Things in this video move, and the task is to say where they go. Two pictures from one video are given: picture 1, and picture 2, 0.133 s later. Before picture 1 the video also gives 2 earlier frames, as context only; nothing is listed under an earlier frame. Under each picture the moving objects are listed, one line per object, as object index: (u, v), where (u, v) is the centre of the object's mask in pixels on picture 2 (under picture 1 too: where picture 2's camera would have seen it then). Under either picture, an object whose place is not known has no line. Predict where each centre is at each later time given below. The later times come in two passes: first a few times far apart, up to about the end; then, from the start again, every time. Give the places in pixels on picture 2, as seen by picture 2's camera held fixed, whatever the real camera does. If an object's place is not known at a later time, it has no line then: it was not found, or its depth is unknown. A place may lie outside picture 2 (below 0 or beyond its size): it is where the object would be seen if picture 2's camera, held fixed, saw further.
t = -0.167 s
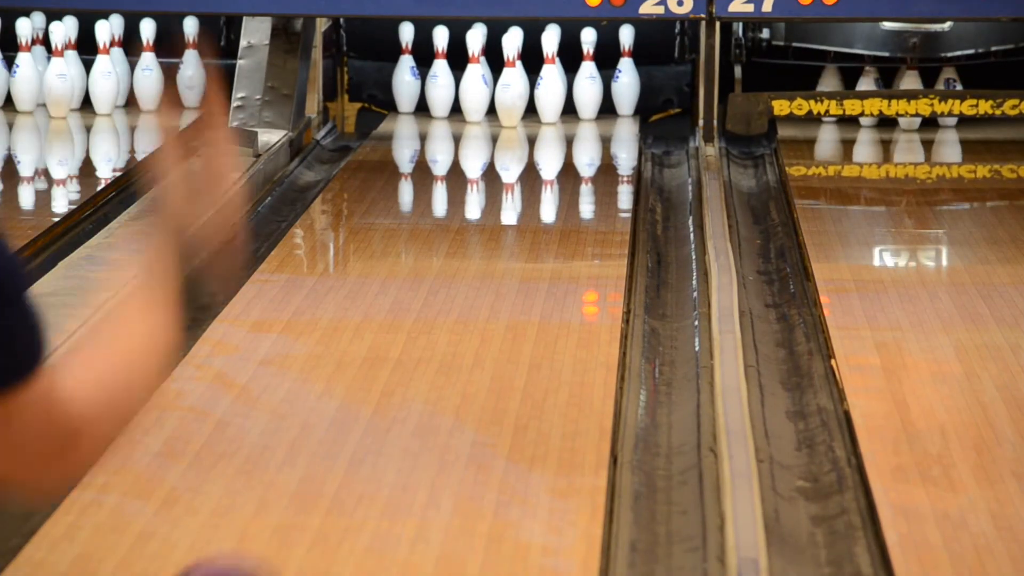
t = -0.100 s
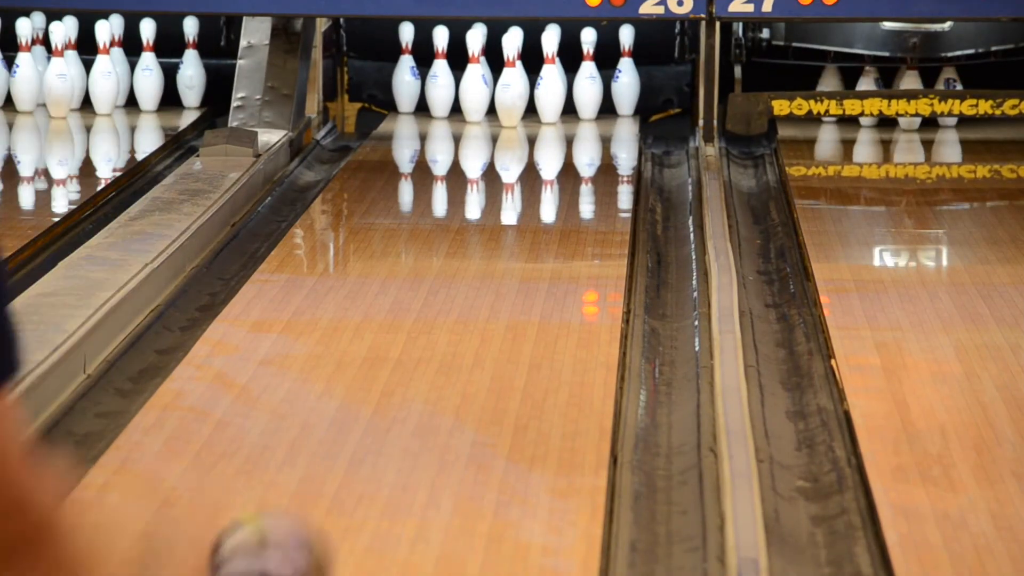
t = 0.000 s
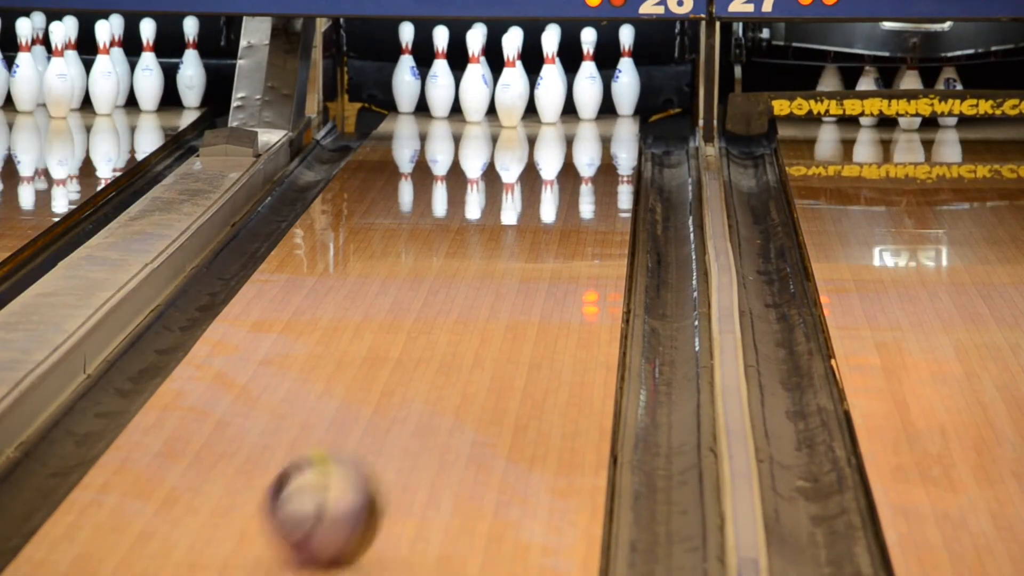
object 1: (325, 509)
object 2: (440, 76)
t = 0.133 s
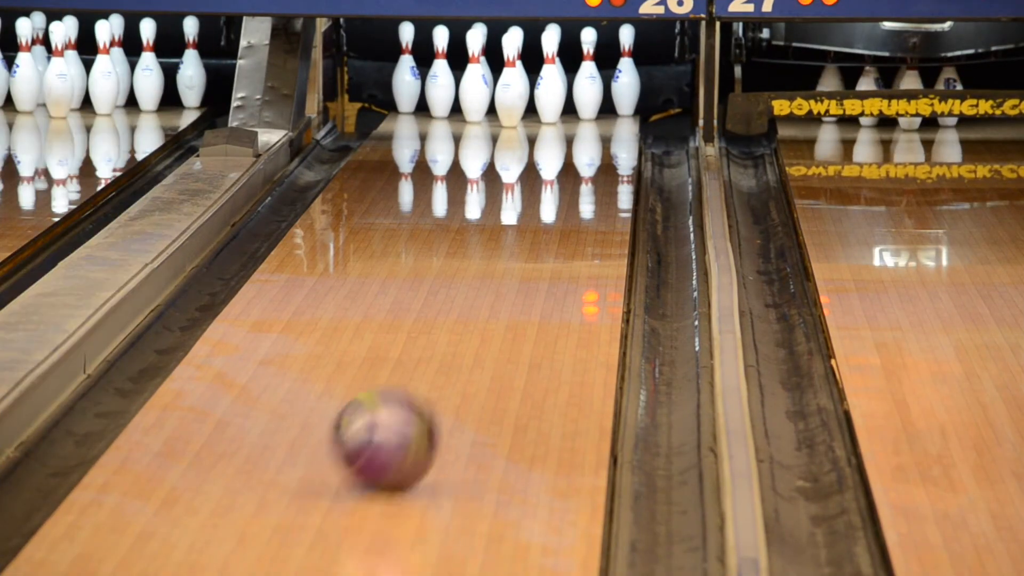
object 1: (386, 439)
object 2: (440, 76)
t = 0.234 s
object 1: (424, 395)
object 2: (440, 76)
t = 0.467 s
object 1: (491, 310)
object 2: (440, 76)
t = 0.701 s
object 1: (536, 247)
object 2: (440, 76)
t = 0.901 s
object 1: (560, 204)
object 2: (440, 76)
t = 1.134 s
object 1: (570, 164)
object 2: (440, 76)
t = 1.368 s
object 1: (559, 131)
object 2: (440, 76)
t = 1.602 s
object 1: (532, 105)
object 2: (440, 76)
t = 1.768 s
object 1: (539, 94)
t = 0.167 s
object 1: (399, 423)
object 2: (440, 76)
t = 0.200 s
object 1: (411, 410)
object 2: (440, 76)
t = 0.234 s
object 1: (424, 395)
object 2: (440, 76)
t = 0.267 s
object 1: (436, 380)
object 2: (440, 76)
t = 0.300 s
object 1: (446, 368)
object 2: (440, 76)
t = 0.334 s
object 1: (456, 355)
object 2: (440, 76)
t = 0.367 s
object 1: (466, 343)
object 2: (440, 76)
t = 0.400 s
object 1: (476, 331)
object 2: (440, 76)
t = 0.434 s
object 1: (483, 321)
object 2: (440, 76)
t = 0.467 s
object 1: (491, 310)
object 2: (440, 76)
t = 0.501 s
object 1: (499, 300)
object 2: (440, 76)
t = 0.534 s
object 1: (507, 290)
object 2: (440, 76)
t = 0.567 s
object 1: (513, 281)
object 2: (440, 76)
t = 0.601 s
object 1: (520, 270)
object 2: (440, 76)
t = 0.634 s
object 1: (525, 263)
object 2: (440, 76)
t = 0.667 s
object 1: (531, 255)
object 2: (440, 76)
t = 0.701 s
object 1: (536, 247)
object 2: (440, 76)
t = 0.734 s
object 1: (542, 239)
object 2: (440, 76)
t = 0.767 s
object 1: (545, 232)
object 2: (440, 76)
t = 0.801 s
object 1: (549, 225)
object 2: (440, 76)
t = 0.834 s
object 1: (553, 218)
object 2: (440, 76)
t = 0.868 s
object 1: (556, 211)
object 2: (440, 76)
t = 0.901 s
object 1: (560, 204)
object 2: (440, 76)
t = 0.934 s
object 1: (562, 198)
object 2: (440, 76)
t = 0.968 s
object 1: (565, 191)
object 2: (440, 76)
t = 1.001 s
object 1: (567, 185)
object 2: (440, 76)
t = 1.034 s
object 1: (568, 180)
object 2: (440, 76)
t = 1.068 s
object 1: (570, 174)
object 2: (440, 76)
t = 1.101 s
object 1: (570, 169)
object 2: (440, 76)
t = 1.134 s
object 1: (570, 164)
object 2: (440, 76)
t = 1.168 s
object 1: (570, 159)
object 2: (440, 76)
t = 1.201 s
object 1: (569, 154)
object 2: (440, 76)
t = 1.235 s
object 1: (568, 149)
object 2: (440, 76)
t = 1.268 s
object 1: (566, 144)
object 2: (440, 76)
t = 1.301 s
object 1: (564, 139)
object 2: (440, 76)
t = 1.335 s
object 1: (561, 135)
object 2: (440, 76)
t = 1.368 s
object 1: (559, 131)
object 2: (440, 76)
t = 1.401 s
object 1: (555, 127)
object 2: (440, 76)
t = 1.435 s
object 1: (552, 123)
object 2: (440, 76)
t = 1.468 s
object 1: (548, 119)
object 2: (440, 76)
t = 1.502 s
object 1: (544, 115)
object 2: (440, 76)
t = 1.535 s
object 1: (540, 112)
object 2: (440, 76)
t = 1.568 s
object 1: (536, 108)
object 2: (440, 76)
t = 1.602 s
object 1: (532, 105)
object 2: (440, 76)
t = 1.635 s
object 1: (532, 102)
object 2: (440, 76)
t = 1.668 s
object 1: (535, 99)
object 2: (437, 78)
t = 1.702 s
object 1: (535, 97)
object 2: (421, 71)
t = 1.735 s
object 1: (535, 95)
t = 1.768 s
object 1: (539, 94)
